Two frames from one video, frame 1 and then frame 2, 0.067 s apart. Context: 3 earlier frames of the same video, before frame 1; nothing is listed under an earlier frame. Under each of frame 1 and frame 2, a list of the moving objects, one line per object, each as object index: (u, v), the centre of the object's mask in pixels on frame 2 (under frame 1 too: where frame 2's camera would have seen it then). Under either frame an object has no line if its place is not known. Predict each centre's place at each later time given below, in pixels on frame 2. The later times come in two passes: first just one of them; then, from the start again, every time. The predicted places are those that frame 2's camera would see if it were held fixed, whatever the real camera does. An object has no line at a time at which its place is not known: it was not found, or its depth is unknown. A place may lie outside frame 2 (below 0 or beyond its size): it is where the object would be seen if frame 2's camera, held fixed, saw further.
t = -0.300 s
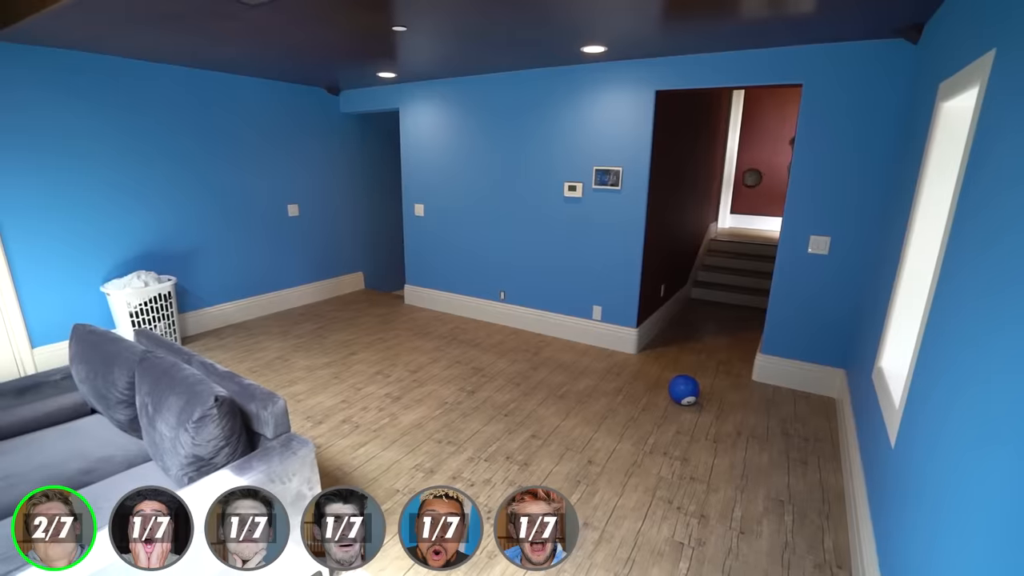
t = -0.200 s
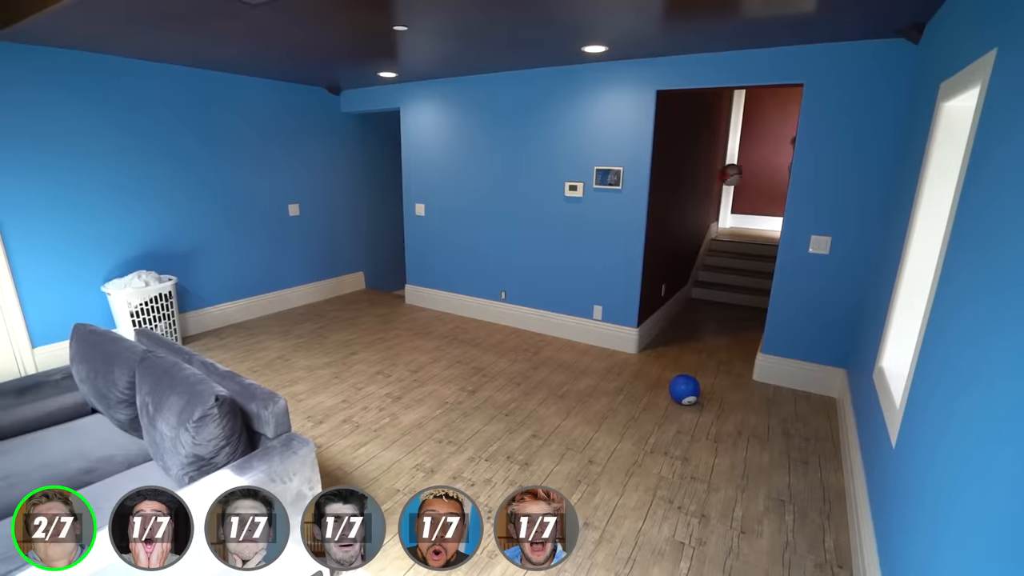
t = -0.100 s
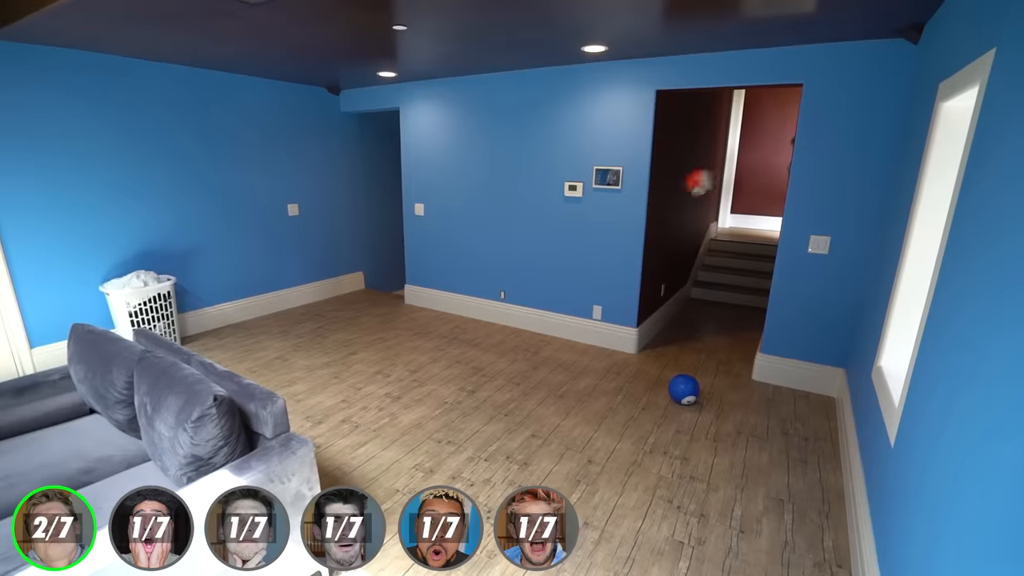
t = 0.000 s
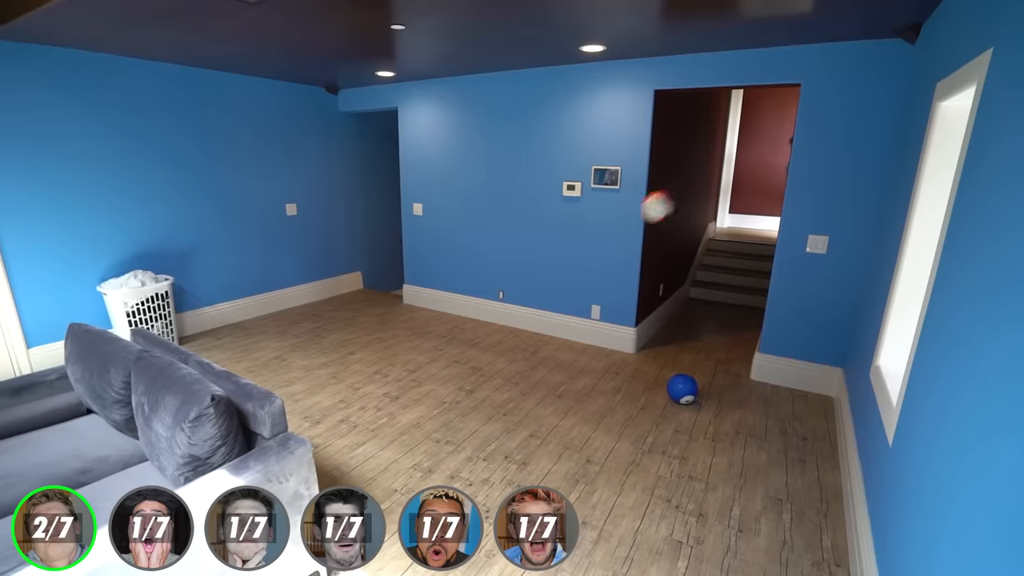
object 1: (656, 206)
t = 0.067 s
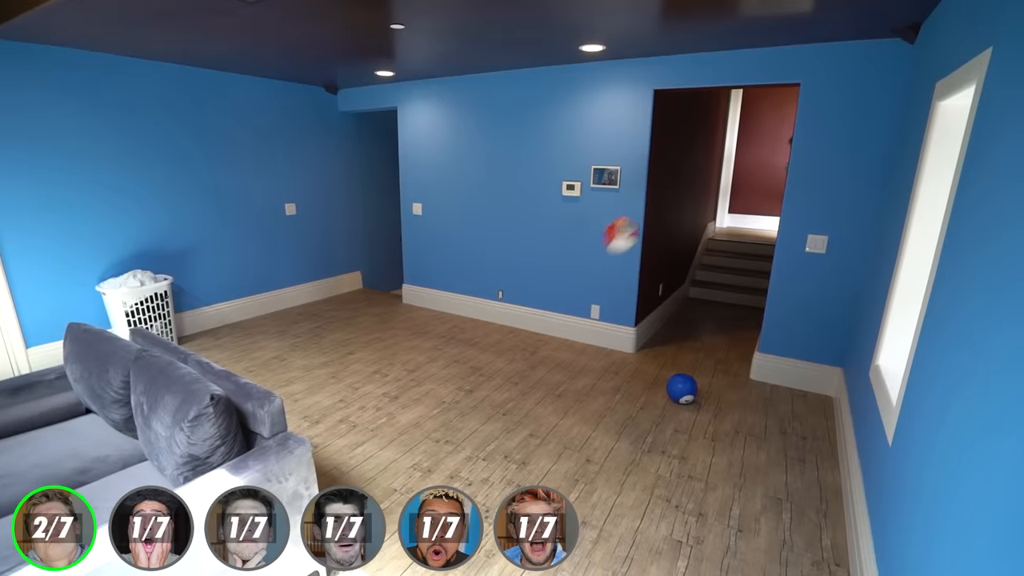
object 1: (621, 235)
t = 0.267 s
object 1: (447, 428)
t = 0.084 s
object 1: (610, 245)
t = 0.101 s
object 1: (600, 255)
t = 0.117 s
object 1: (588, 266)
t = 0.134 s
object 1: (575, 279)
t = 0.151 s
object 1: (563, 292)
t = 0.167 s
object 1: (549, 306)
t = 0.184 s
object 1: (534, 323)
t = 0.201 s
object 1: (519, 341)
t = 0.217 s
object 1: (503, 360)
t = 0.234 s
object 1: (485, 381)
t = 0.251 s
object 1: (466, 404)
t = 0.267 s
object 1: (447, 428)
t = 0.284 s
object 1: (428, 455)
